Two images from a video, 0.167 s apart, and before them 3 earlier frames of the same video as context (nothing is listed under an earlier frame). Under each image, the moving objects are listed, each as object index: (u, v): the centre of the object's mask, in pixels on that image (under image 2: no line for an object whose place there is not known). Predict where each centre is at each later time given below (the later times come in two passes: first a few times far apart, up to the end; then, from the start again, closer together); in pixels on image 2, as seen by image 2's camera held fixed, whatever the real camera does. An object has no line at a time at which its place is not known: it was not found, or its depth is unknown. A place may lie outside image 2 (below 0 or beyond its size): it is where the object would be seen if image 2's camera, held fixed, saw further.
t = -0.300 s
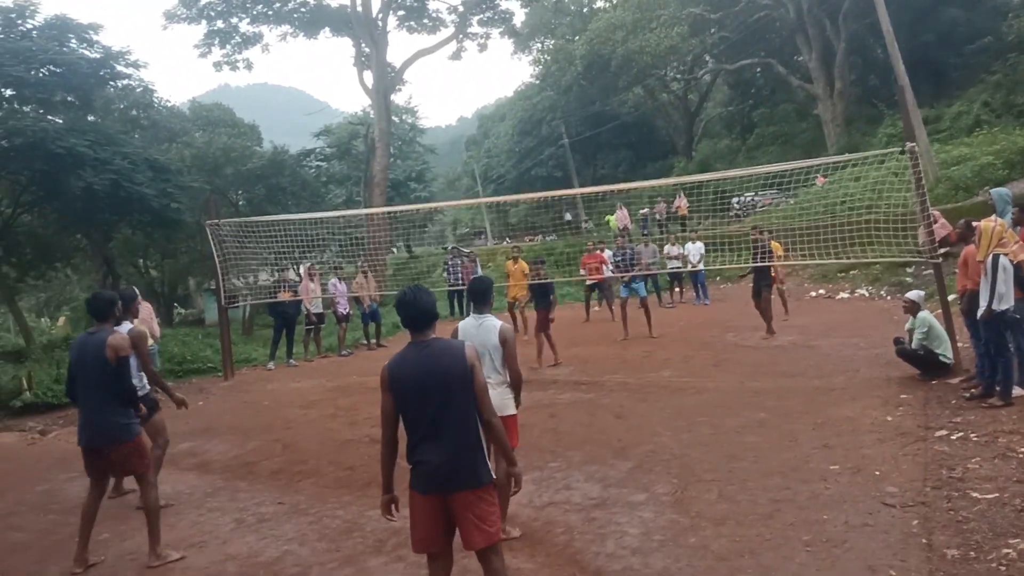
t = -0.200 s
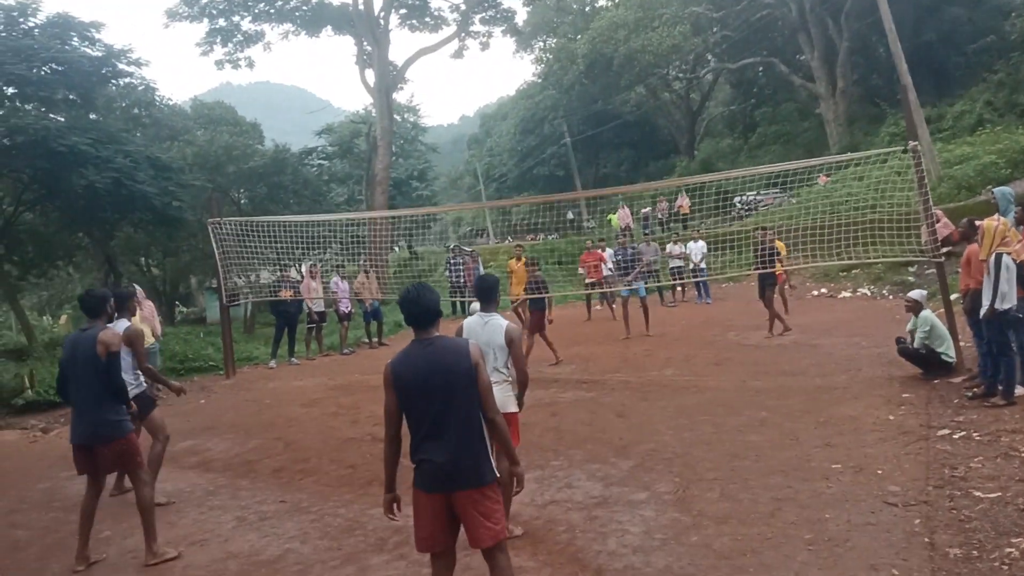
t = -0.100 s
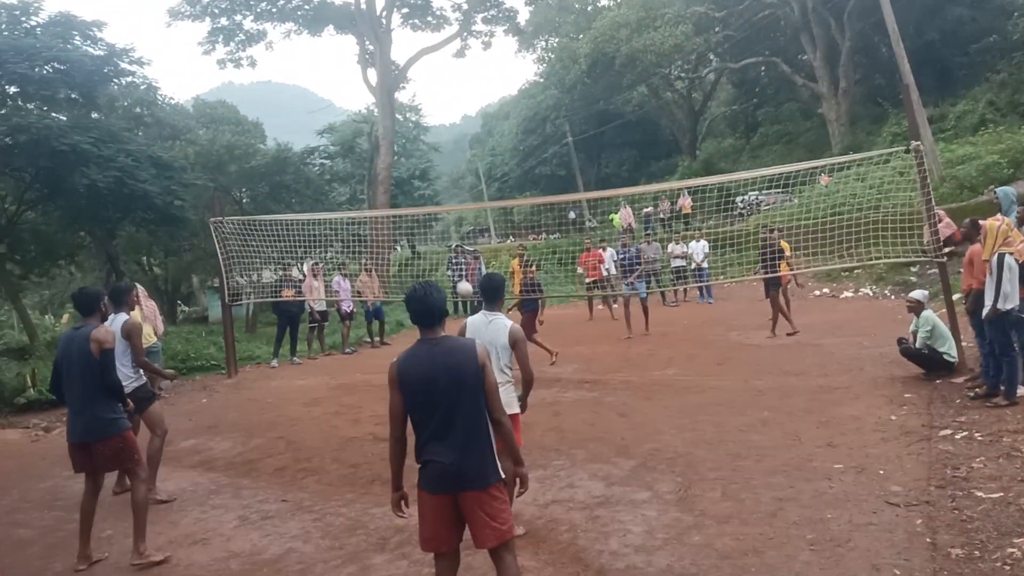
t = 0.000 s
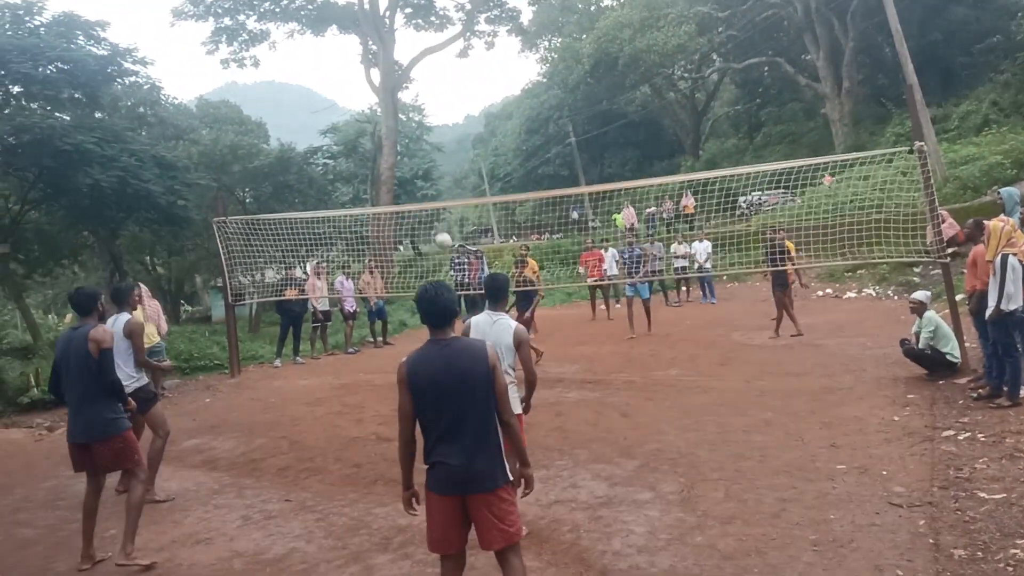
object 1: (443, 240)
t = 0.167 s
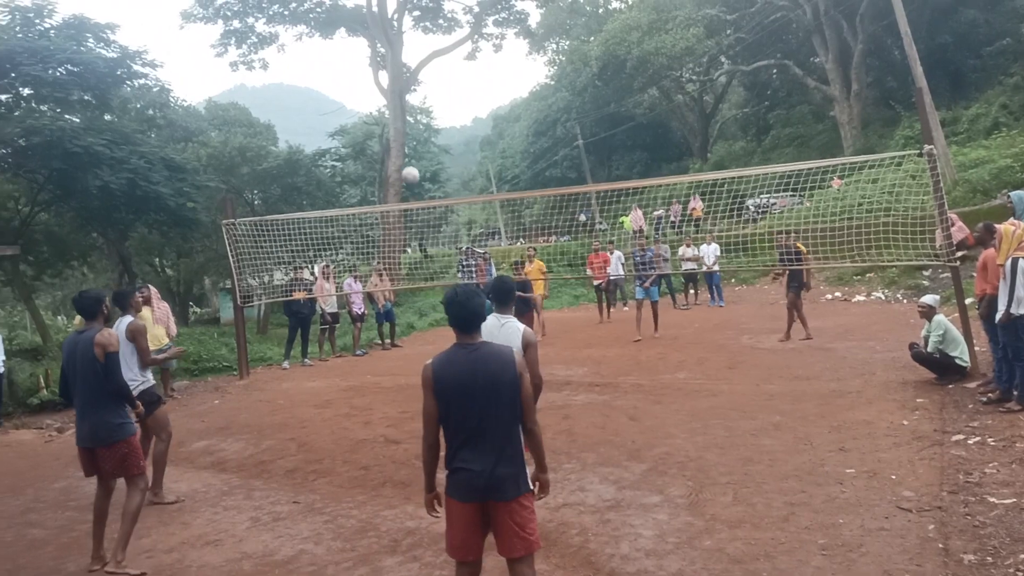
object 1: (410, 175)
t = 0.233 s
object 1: (393, 152)
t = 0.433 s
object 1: (339, 103)
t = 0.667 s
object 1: (271, 87)
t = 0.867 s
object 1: (204, 121)
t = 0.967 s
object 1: (170, 156)
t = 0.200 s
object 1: (402, 161)
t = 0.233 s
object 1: (393, 152)
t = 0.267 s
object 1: (385, 142)
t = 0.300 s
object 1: (376, 133)
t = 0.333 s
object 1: (366, 123)
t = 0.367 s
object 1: (357, 117)
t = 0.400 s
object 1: (349, 110)
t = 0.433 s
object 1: (339, 103)
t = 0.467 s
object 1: (330, 98)
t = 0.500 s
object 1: (320, 93)
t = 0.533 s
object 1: (310, 90)
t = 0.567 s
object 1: (301, 88)
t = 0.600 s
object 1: (291, 87)
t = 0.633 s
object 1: (281, 87)
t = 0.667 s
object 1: (271, 87)
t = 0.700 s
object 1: (260, 89)
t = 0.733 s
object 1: (250, 93)
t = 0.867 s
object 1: (204, 121)
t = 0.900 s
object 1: (193, 130)
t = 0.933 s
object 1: (181, 142)
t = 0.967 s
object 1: (170, 156)
